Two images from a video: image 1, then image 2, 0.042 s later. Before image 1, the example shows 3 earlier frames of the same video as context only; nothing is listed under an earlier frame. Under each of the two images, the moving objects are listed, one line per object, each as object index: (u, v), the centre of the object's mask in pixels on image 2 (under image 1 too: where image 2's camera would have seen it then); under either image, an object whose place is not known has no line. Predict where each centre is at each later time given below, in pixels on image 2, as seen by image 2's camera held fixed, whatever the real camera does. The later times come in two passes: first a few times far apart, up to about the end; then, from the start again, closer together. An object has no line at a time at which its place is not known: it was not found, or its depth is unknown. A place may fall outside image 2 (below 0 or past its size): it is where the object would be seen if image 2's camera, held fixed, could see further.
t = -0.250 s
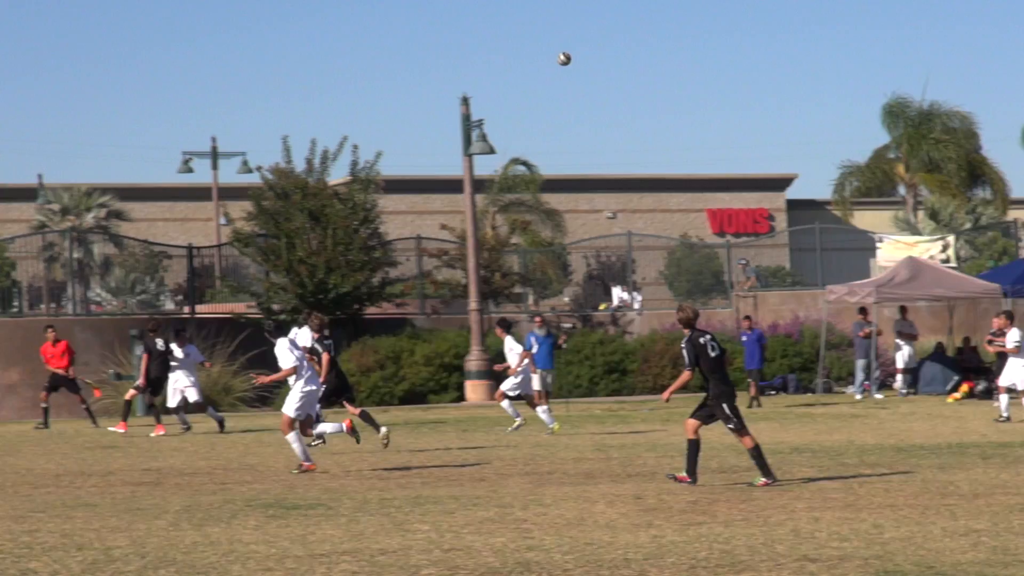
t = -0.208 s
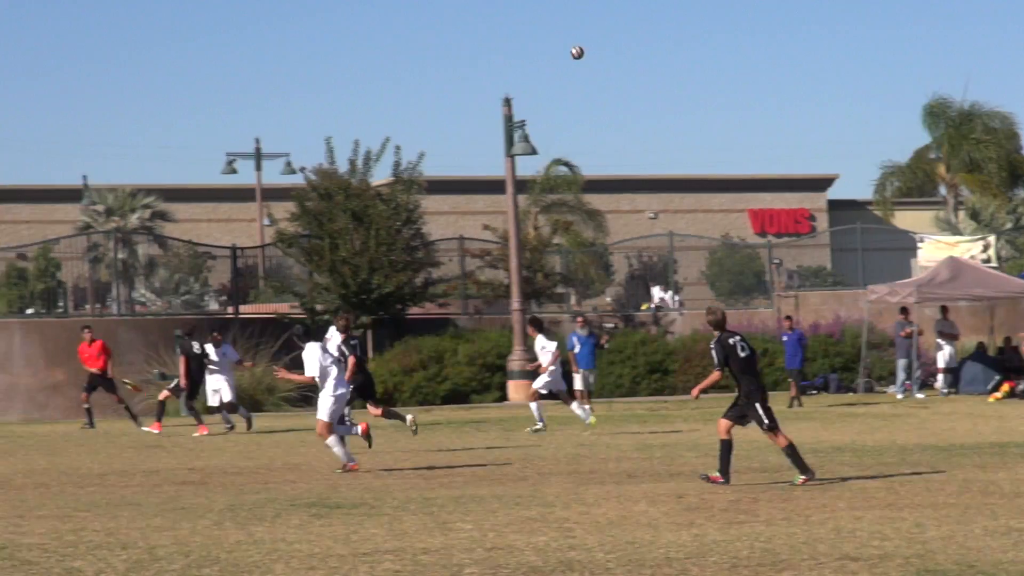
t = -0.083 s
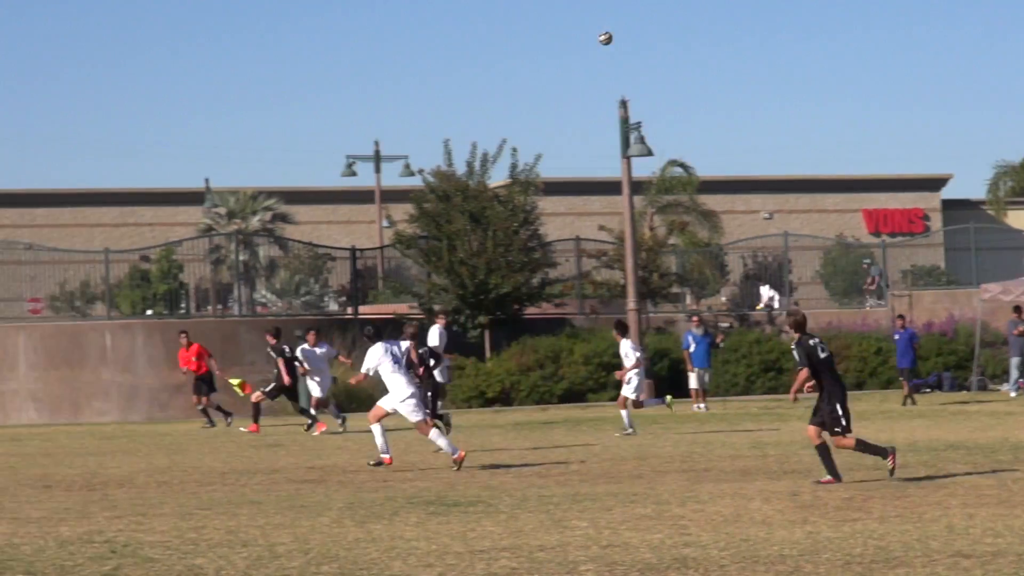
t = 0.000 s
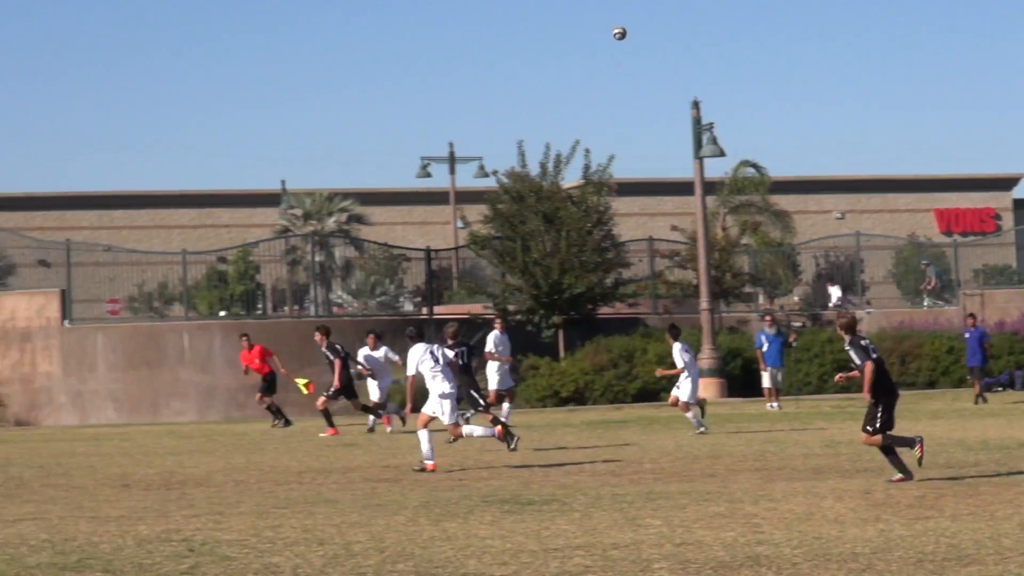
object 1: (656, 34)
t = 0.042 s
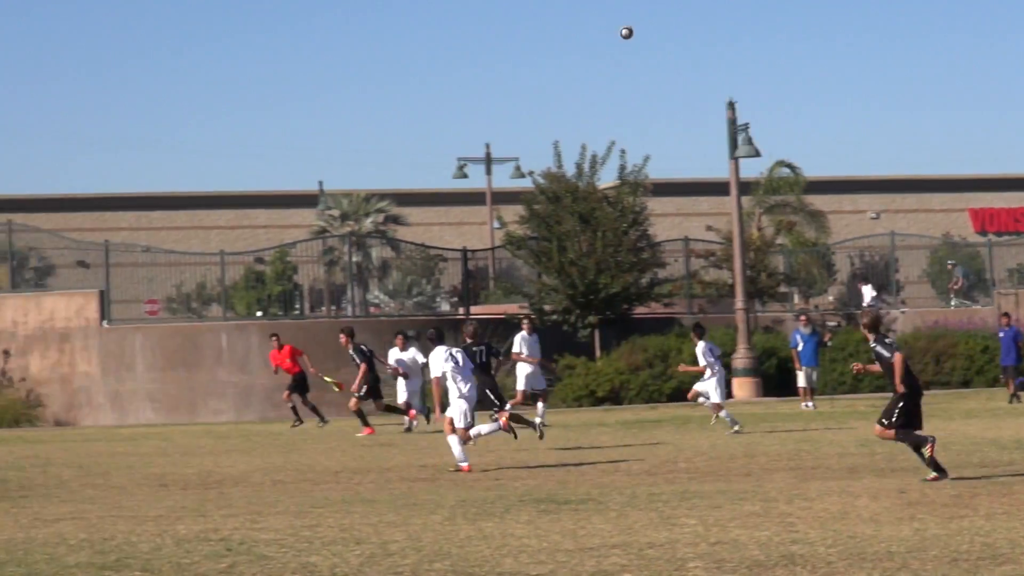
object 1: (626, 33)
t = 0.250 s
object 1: (479, 37)
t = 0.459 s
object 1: (331, 66)
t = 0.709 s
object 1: (136, 139)
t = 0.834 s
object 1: (29, 193)
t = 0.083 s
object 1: (597, 31)
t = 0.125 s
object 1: (568, 31)
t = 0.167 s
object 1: (538, 32)
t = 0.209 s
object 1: (508, 34)
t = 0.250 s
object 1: (479, 37)
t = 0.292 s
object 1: (450, 41)
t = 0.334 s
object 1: (421, 46)
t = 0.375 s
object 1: (391, 52)
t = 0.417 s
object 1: (362, 58)
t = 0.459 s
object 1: (331, 66)
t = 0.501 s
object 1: (300, 75)
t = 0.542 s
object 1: (269, 85)
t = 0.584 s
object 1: (237, 96)
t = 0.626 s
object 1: (204, 109)
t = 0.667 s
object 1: (170, 123)
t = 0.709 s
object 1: (136, 139)
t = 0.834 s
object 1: (29, 193)
